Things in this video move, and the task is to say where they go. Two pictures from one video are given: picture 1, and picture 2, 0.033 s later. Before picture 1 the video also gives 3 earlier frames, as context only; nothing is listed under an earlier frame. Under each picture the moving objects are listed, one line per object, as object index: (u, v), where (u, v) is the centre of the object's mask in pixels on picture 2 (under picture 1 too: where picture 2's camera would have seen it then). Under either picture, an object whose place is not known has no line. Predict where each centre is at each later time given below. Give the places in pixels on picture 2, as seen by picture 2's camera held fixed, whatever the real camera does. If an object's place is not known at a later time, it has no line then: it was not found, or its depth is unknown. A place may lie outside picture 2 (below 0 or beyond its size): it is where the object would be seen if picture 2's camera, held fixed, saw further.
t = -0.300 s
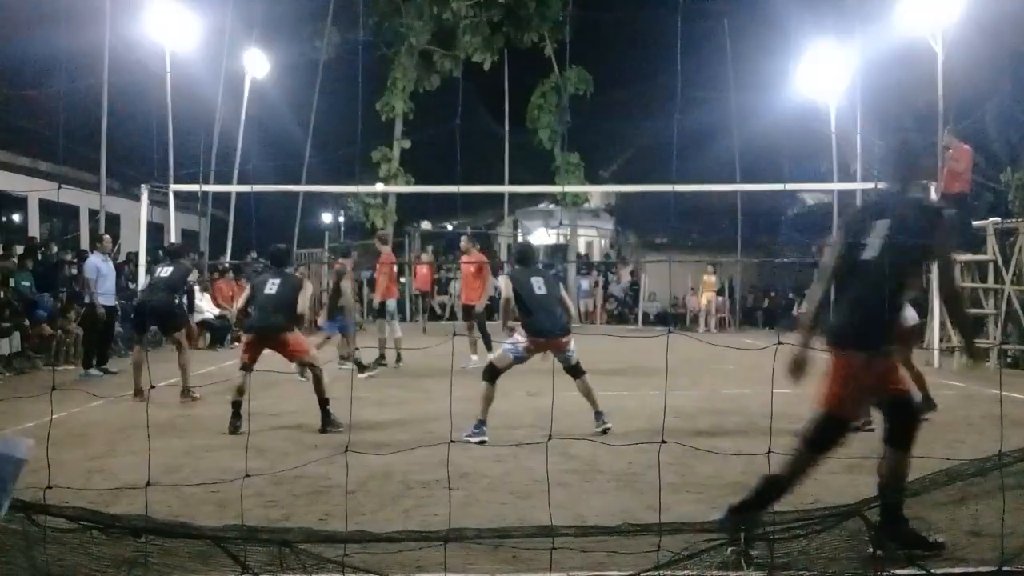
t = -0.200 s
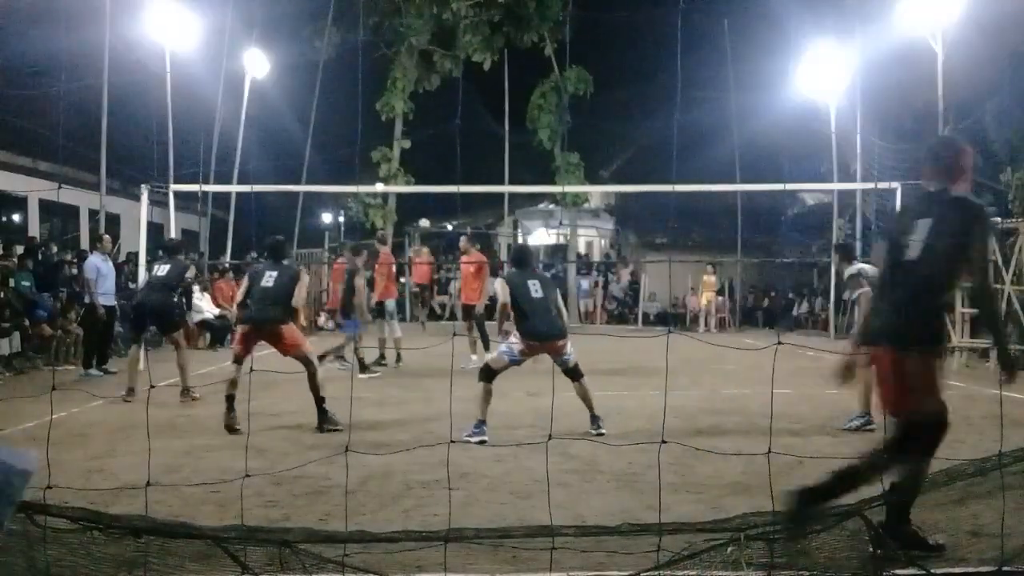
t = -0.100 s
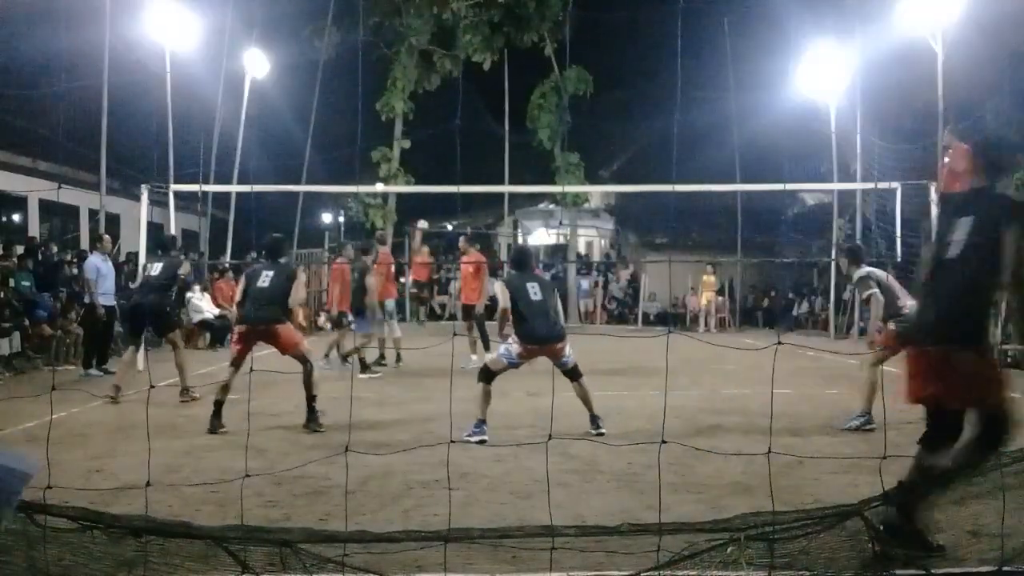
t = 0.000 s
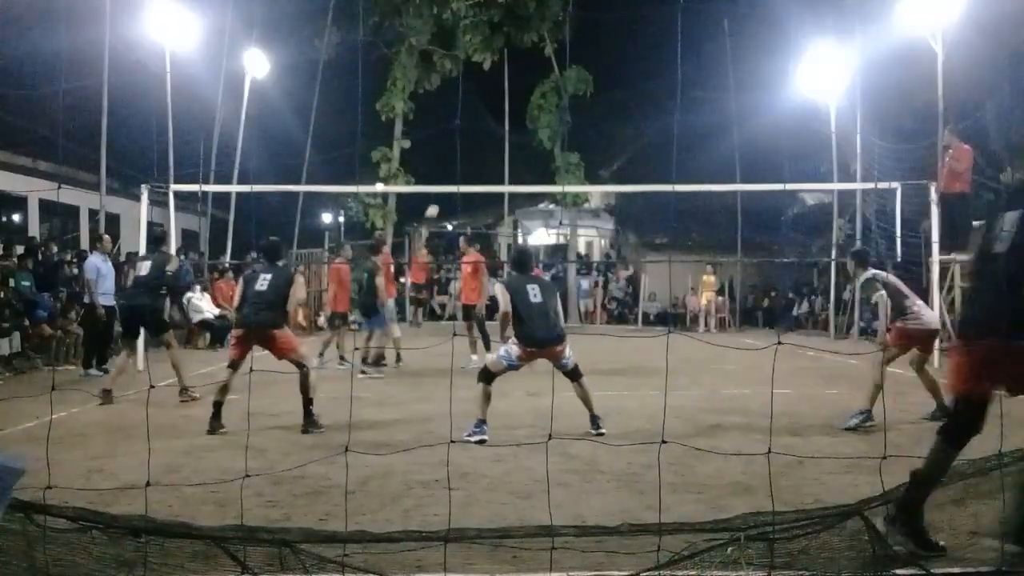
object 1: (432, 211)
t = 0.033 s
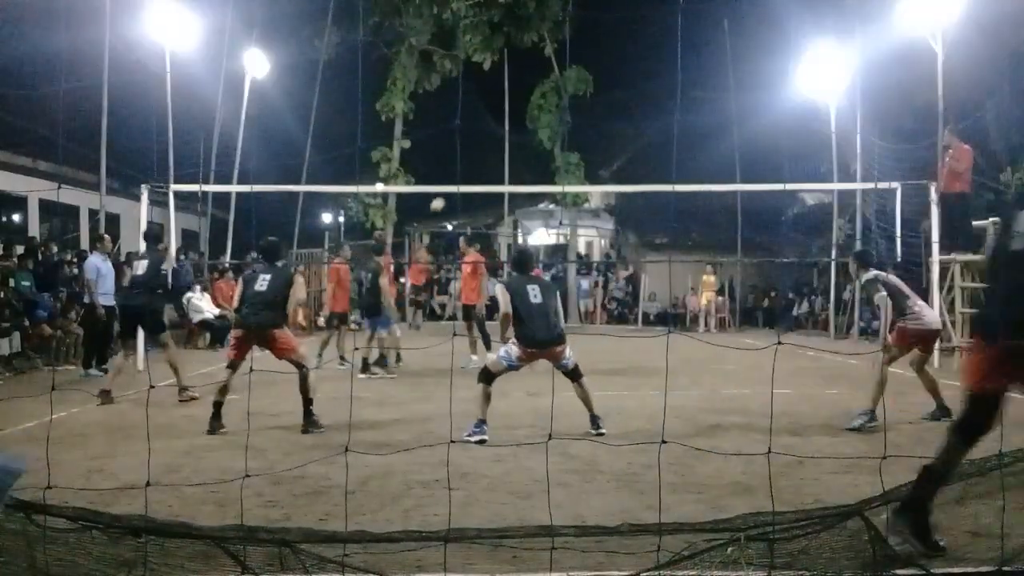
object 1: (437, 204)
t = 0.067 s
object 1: (442, 198)
